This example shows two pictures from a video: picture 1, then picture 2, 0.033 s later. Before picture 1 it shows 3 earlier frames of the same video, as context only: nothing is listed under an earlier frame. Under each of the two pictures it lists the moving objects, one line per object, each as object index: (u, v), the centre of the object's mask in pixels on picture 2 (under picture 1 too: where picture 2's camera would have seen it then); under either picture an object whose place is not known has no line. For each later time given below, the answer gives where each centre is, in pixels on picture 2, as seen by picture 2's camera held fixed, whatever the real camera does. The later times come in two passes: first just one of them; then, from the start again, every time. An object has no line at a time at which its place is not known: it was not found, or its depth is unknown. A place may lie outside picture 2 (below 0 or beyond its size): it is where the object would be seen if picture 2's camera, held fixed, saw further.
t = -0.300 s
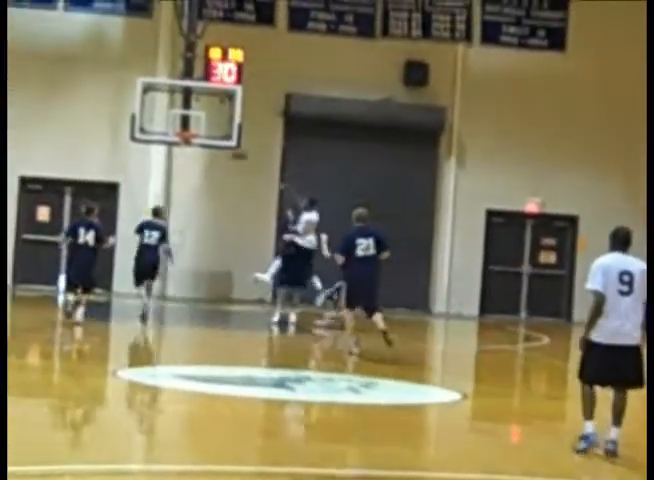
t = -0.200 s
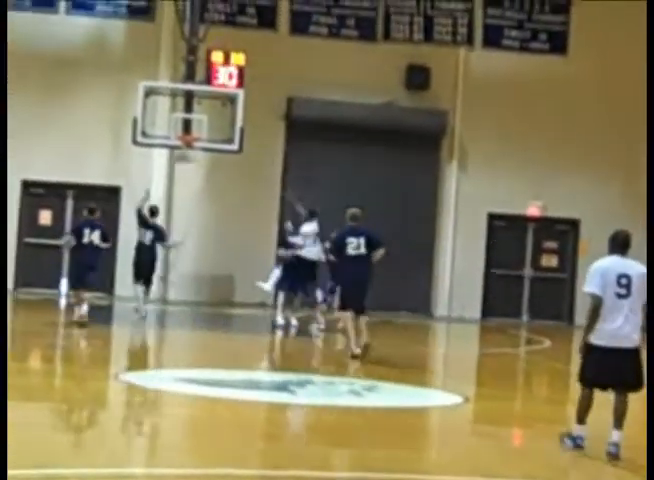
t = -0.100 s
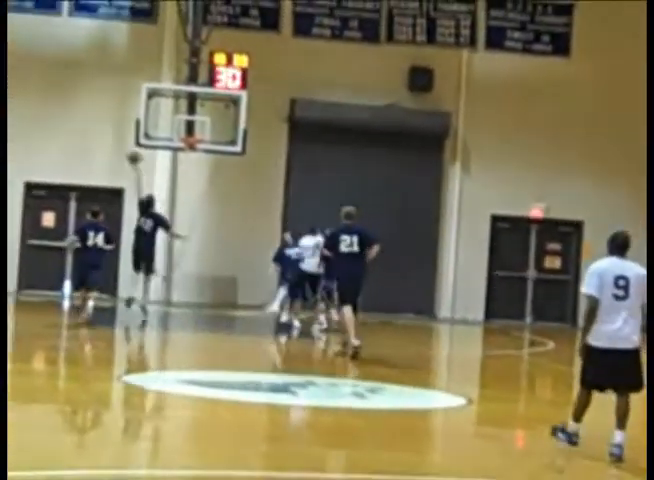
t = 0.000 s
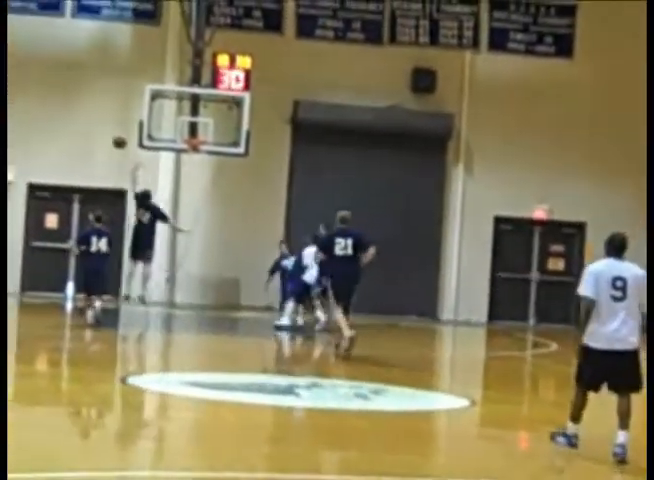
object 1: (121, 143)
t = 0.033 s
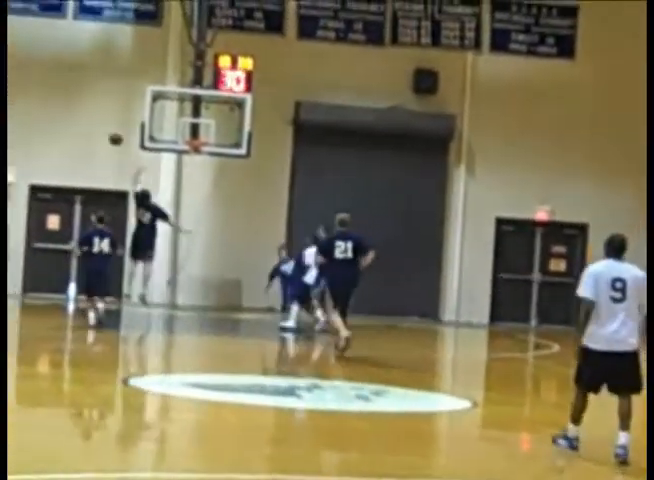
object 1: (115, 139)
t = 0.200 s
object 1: (91, 125)
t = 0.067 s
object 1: (110, 134)
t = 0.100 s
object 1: (105, 131)
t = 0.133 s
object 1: (100, 128)
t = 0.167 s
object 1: (96, 126)
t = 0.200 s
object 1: (91, 125)
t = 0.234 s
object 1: (86, 124)
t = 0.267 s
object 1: (81, 124)
